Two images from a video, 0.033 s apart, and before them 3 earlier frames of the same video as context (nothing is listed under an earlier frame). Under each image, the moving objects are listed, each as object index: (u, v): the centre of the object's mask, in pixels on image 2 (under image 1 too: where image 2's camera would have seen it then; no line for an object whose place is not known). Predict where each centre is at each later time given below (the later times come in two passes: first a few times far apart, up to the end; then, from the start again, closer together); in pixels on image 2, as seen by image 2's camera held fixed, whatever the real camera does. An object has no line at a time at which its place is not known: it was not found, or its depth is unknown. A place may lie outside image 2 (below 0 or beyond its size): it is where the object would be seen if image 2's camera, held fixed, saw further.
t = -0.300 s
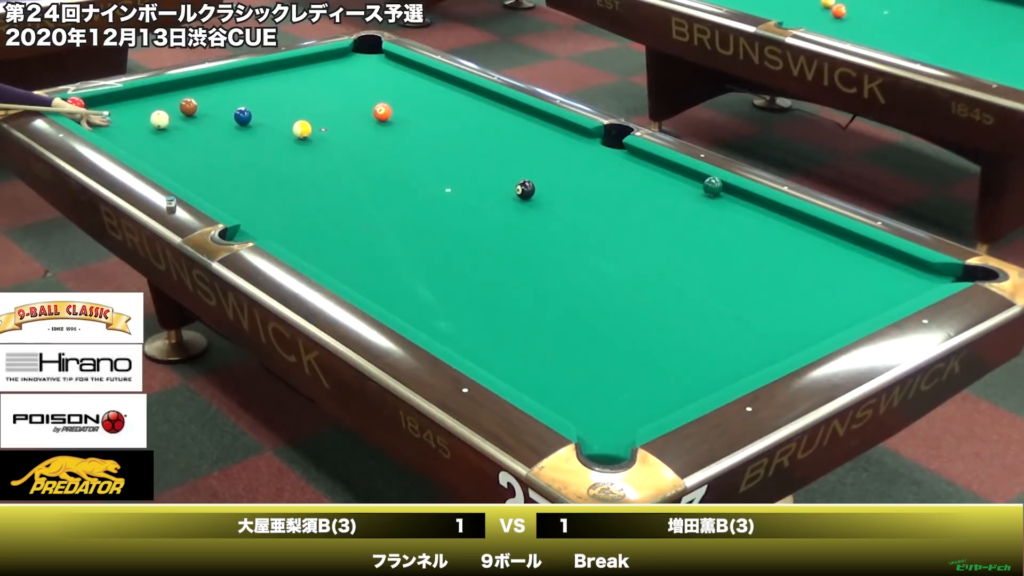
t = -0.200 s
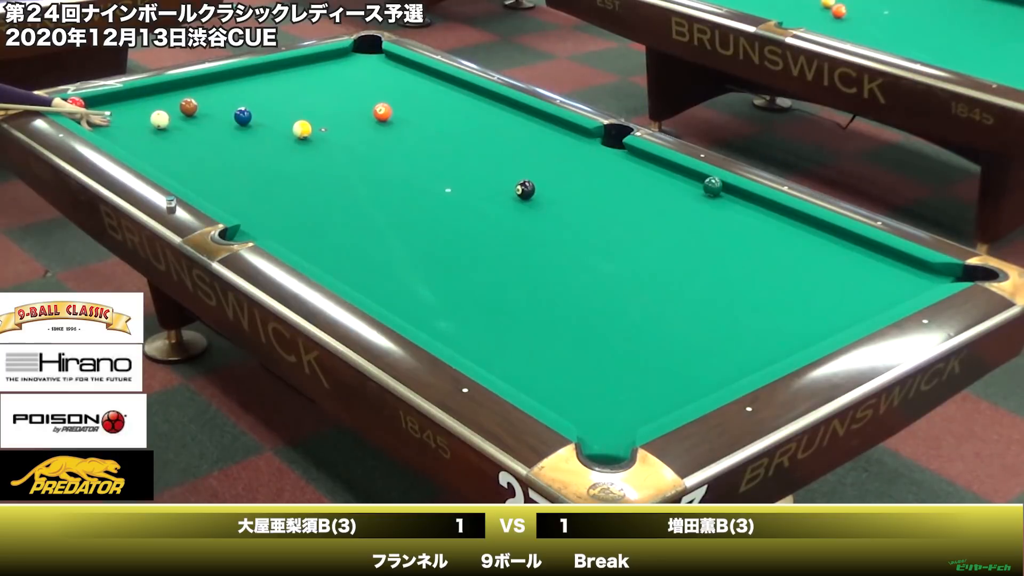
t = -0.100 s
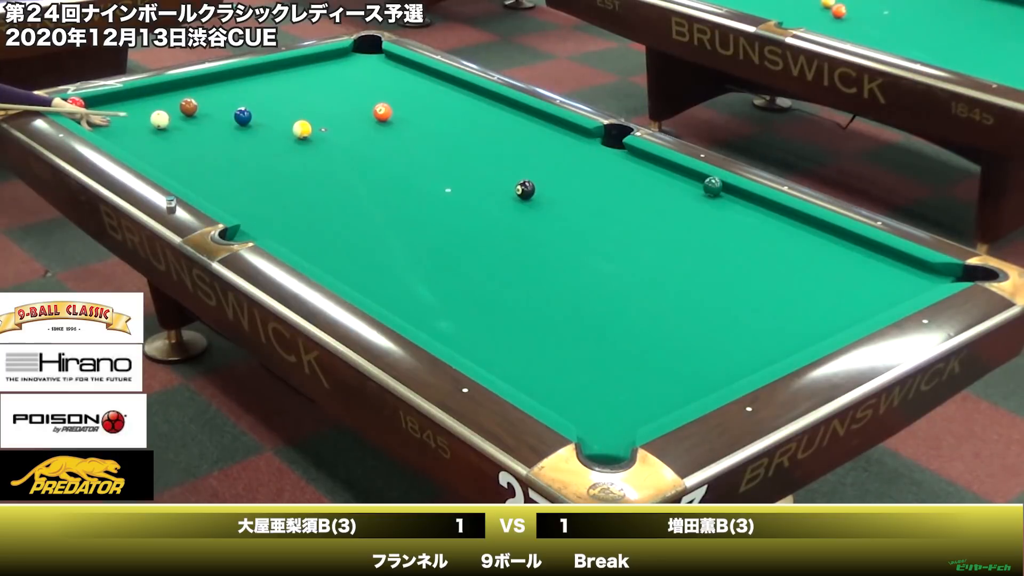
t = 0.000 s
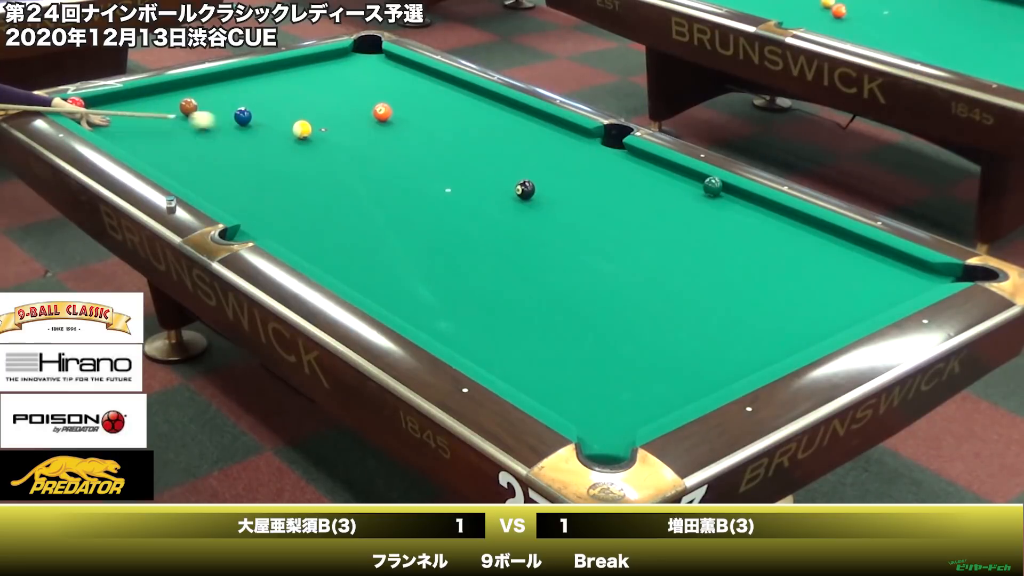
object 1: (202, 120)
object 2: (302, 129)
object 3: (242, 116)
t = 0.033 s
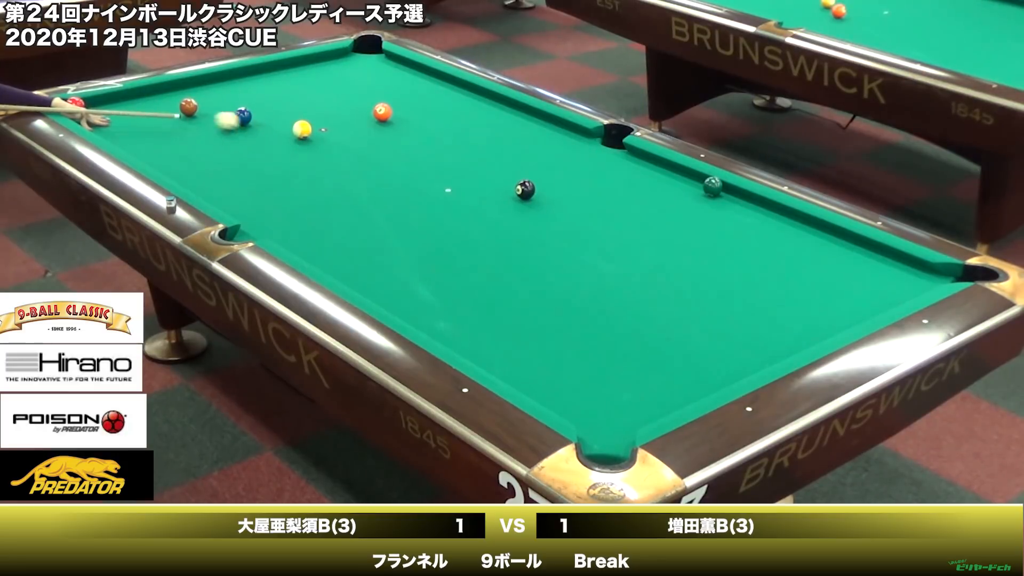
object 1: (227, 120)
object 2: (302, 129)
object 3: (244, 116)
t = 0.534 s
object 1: (394, 183)
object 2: (384, 117)
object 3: (330, 86)
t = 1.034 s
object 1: (575, 260)
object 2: (472, 110)
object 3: (398, 61)
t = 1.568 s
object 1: (772, 344)
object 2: (512, 113)
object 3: (354, 66)
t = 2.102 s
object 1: (661, 288)
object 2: (497, 125)
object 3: (312, 70)
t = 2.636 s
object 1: (573, 242)
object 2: (485, 136)
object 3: (276, 75)
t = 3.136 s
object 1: (505, 208)
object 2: (474, 145)
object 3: (246, 78)
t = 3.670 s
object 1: (445, 177)
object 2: (465, 153)
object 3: (220, 81)
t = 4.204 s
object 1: (394, 151)
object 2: (458, 158)
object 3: (199, 84)
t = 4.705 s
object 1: (352, 131)
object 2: (453, 162)
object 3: (184, 86)
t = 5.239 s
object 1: (314, 114)
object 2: (452, 163)
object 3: (175, 87)
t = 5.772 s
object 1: (282, 99)
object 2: (452, 162)
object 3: (171, 87)
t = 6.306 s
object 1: (256, 87)
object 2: (452, 163)
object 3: (171, 87)
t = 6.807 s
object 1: (237, 78)
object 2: (452, 163)
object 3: (171, 87)
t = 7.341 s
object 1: (234, 76)
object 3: (171, 87)
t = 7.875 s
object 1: (242, 79)
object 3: (171, 87)
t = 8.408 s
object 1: (245, 79)
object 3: (171, 87)
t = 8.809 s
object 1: (246, 79)
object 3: (171, 87)
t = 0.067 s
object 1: (244, 124)
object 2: (302, 129)
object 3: (250, 111)
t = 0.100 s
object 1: (260, 127)
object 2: (302, 129)
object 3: (257, 110)
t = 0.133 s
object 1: (276, 130)
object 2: (302, 129)
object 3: (265, 108)
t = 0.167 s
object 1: (288, 134)
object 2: (306, 128)
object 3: (271, 106)
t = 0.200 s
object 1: (295, 139)
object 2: (316, 127)
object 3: (277, 104)
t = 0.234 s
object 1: (303, 143)
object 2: (324, 126)
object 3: (283, 102)
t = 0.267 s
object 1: (312, 147)
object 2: (331, 125)
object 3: (288, 100)
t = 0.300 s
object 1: (322, 152)
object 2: (339, 124)
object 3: (294, 99)
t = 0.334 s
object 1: (332, 156)
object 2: (345, 123)
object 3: (299, 96)
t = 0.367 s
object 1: (342, 160)
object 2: (352, 122)
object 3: (304, 94)
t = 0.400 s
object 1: (352, 165)
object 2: (358, 121)
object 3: (310, 93)
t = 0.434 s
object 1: (362, 169)
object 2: (365, 120)
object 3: (315, 91)
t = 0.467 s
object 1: (373, 173)
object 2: (371, 119)
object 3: (320, 89)
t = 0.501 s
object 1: (384, 178)
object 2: (377, 119)
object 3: (325, 87)
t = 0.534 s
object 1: (394, 183)
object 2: (384, 117)
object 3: (330, 86)
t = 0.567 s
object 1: (405, 188)
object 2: (390, 117)
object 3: (335, 83)
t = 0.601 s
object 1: (416, 192)
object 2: (396, 117)
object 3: (340, 82)
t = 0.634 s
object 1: (428, 197)
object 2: (402, 116)
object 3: (345, 80)
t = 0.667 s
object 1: (439, 202)
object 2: (408, 116)
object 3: (349, 79)
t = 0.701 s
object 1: (451, 207)
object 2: (414, 115)
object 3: (354, 77)
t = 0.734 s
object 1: (462, 212)
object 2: (420, 115)
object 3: (359, 75)
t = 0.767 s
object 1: (474, 217)
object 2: (426, 114)
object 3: (363, 74)
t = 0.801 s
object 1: (486, 222)
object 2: (432, 113)
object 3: (368, 72)
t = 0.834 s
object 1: (498, 227)
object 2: (438, 113)
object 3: (372, 70)
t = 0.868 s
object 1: (511, 233)
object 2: (444, 113)
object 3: (377, 69)
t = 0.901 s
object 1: (523, 238)
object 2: (449, 112)
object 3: (381, 67)
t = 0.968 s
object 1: (549, 249)
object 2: (461, 111)
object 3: (390, 64)
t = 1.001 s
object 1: (562, 255)
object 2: (467, 111)
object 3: (394, 62)
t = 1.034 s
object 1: (575, 260)
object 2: (472, 110)
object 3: (398, 61)
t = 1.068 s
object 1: (589, 266)
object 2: (478, 110)
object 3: (397, 60)
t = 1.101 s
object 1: (602, 272)
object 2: (484, 110)
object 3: (394, 61)
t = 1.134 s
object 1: (616, 278)
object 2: (489, 109)
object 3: (390, 61)
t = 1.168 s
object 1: (630, 284)
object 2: (495, 109)
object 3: (387, 61)
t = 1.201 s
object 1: (645, 291)
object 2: (500, 108)
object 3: (384, 62)
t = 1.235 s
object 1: (659, 297)
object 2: (505, 108)
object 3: (382, 62)
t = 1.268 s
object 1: (674, 303)
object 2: (511, 108)
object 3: (379, 63)
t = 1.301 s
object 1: (689, 309)
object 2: (516, 107)
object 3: (376, 63)
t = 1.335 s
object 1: (704, 316)
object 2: (519, 107)
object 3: (373, 64)
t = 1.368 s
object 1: (720, 322)
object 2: (518, 108)
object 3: (370, 64)
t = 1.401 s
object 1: (735, 329)
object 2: (517, 109)
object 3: (367, 64)
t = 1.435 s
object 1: (751, 336)
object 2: (516, 110)
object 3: (364, 65)
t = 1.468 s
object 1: (767, 343)
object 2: (515, 111)
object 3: (362, 65)
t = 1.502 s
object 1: (782, 349)
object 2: (514, 111)
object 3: (359, 65)
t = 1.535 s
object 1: (781, 348)
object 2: (513, 112)
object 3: (356, 66)
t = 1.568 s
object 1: (772, 344)
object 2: (512, 113)
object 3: (354, 66)
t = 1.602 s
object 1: (763, 340)
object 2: (511, 114)
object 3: (351, 66)
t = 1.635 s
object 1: (755, 336)
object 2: (510, 115)
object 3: (348, 66)
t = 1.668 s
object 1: (748, 332)
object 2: (509, 115)
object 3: (345, 67)
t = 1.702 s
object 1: (740, 329)
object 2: (508, 116)
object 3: (343, 67)
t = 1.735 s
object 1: (733, 325)
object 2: (507, 117)
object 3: (340, 67)
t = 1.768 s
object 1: (726, 321)
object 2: (506, 118)
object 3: (337, 68)
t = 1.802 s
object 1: (719, 318)
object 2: (505, 119)
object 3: (335, 68)
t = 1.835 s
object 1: (712, 315)
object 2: (505, 119)
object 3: (332, 68)
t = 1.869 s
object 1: (706, 311)
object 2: (504, 120)
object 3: (330, 68)
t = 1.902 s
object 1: (699, 308)
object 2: (503, 121)
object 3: (327, 69)
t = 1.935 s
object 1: (692, 304)
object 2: (502, 122)
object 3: (325, 69)
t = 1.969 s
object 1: (686, 301)
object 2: (501, 122)
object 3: (322, 69)
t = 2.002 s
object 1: (679, 298)
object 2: (500, 123)
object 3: (319, 69)
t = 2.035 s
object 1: (673, 294)
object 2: (499, 124)
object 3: (317, 70)
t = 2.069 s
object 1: (667, 291)
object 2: (498, 125)
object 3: (315, 70)
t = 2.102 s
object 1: (661, 288)
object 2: (497, 125)
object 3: (312, 70)
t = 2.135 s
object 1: (655, 285)
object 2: (497, 126)
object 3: (310, 71)
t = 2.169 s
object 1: (649, 282)
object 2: (496, 127)
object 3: (307, 71)
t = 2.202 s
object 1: (643, 279)
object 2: (495, 128)
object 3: (305, 71)
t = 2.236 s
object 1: (637, 275)
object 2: (494, 129)
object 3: (303, 72)
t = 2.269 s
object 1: (632, 273)
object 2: (493, 129)
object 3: (300, 72)
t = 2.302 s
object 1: (626, 270)
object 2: (492, 130)
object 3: (298, 72)
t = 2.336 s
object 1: (620, 267)
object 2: (491, 131)
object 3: (296, 72)
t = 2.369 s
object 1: (615, 264)
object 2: (491, 131)
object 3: (293, 73)
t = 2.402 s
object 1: (609, 261)
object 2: (490, 132)
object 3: (291, 73)
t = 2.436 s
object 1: (604, 258)
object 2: (489, 133)
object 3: (289, 73)
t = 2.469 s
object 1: (599, 256)
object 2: (488, 133)
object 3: (286, 73)
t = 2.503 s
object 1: (593, 253)
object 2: (488, 134)
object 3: (284, 73)
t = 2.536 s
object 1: (588, 250)
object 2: (487, 135)
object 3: (282, 74)
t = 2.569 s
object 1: (583, 248)
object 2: (486, 135)
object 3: (280, 74)
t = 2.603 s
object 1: (578, 245)
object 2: (485, 136)
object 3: (278, 74)
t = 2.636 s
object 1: (573, 242)
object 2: (485, 136)
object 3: (276, 75)
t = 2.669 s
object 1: (568, 240)
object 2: (484, 137)
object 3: (273, 75)
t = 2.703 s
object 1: (563, 237)
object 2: (483, 138)
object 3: (271, 75)
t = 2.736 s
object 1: (559, 235)
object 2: (482, 138)
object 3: (269, 75)
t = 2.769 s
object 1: (554, 233)
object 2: (482, 139)
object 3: (267, 75)
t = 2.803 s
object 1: (549, 230)
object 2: (481, 140)
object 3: (266, 76)
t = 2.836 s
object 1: (545, 228)
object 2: (480, 140)
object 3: (263, 76)
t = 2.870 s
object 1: (540, 225)
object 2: (480, 141)
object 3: (261, 76)
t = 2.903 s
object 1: (536, 223)
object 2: (479, 142)
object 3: (259, 76)
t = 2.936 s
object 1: (531, 221)
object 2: (478, 142)
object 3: (257, 77)
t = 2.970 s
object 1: (527, 218)
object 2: (478, 143)
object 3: (256, 77)
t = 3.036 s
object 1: (518, 214)
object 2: (476, 144)
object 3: (252, 77)
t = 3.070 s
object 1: (514, 212)
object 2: (476, 144)
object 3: (250, 77)
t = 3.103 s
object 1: (510, 210)
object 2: (475, 145)
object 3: (248, 78)
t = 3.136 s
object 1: (505, 208)
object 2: (474, 145)
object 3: (246, 78)
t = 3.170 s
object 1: (501, 205)
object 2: (474, 146)
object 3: (244, 78)
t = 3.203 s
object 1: (497, 203)
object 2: (473, 147)
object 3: (243, 79)
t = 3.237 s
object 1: (493, 201)
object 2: (472, 147)
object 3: (241, 79)
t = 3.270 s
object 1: (489, 199)
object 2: (472, 147)
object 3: (239, 79)
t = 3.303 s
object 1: (485, 197)
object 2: (471, 148)
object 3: (237, 79)
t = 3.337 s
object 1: (481, 195)
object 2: (470, 149)
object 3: (235, 79)
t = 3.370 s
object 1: (477, 193)
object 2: (470, 149)
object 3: (234, 79)
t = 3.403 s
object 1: (474, 191)
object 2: (469, 149)
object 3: (232, 80)
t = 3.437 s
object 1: (470, 189)
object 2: (469, 150)
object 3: (230, 80)
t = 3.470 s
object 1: (466, 188)
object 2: (468, 150)
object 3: (229, 80)
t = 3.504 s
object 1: (463, 186)
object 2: (468, 151)
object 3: (227, 80)
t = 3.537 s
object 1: (459, 184)
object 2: (467, 151)
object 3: (226, 81)
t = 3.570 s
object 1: (455, 182)
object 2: (467, 152)
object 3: (224, 81)
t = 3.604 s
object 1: (452, 180)
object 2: (466, 152)
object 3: (223, 81)
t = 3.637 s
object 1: (448, 178)
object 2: (466, 153)
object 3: (221, 81)
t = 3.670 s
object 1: (445, 177)
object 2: (465, 153)
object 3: (220, 81)
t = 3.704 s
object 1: (441, 175)
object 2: (465, 153)
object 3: (218, 81)
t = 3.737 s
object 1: (438, 173)
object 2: (464, 154)
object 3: (217, 82)
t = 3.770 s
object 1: (435, 171)
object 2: (463, 154)
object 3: (216, 82)
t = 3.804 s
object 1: (431, 170)
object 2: (463, 155)
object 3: (214, 82)
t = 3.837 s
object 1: (428, 168)
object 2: (463, 155)
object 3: (213, 82)
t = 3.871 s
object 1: (425, 166)
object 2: (462, 155)
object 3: (212, 82)
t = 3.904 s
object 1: (422, 165)
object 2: (462, 156)
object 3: (210, 82)
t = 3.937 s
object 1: (419, 163)
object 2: (461, 156)
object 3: (209, 82)
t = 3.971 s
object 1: (415, 161)
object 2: (461, 156)
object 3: (207, 83)
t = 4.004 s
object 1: (412, 160)
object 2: (460, 156)
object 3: (206, 83)
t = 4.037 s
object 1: (409, 158)
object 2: (460, 157)
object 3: (205, 83)
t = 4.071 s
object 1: (406, 157)
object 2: (459, 157)
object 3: (204, 83)
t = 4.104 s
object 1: (403, 155)
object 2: (459, 157)
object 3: (202, 83)
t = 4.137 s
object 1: (400, 154)
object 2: (459, 158)
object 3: (201, 83)
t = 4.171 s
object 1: (397, 153)
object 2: (458, 158)
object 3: (200, 84)
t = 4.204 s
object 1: (394, 151)
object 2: (458, 158)
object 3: (199, 84)
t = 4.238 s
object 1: (391, 149)
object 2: (457, 159)
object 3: (198, 84)
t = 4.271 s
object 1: (388, 148)
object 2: (457, 159)
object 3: (197, 84)
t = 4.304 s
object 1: (385, 147)
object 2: (457, 159)
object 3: (196, 84)
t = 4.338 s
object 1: (382, 145)
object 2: (456, 159)
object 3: (194, 84)
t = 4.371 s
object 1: (379, 144)
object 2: (456, 160)
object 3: (194, 84)
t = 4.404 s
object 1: (376, 143)
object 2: (456, 160)
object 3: (192, 85)
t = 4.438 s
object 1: (374, 141)
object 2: (456, 160)
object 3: (191, 85)
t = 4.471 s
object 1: (371, 140)
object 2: (455, 160)
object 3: (191, 85)
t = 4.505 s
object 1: (368, 139)
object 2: (455, 161)
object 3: (189, 85)
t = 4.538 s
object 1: (365, 137)
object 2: (455, 161)
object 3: (189, 85)
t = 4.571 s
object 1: (362, 136)
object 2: (454, 161)
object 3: (188, 85)
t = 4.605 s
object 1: (360, 135)
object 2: (454, 161)
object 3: (187, 85)
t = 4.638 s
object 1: (357, 134)
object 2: (454, 161)
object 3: (186, 86)
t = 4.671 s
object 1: (355, 132)
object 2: (454, 161)
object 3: (185, 86)
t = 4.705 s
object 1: (352, 131)
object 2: (453, 162)
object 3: (184, 86)
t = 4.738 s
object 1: (349, 130)
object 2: (453, 162)
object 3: (183, 86)
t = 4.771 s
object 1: (347, 129)
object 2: (453, 162)
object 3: (183, 86)
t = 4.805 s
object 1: (344, 128)
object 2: (453, 162)
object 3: (182, 86)
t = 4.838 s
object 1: (342, 127)
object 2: (453, 162)
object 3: (181, 86)
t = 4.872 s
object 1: (339, 125)
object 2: (453, 162)
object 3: (181, 86)
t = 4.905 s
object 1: (337, 124)
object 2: (453, 162)
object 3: (180, 86)
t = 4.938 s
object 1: (334, 123)
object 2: (453, 163)
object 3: (179, 86)
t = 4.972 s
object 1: (332, 123)
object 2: (453, 163)
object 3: (178, 87)
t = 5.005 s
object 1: (329, 121)
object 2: (452, 163)
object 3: (178, 87)
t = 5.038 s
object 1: (327, 120)
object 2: (452, 163)
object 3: (178, 87)
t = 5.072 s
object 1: (325, 119)
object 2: (452, 163)
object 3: (177, 87)
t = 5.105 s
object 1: (323, 118)
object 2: (452, 163)
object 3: (177, 87)
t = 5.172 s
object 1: (318, 116)
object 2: (452, 163)
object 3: (175, 87)
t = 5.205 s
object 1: (316, 115)
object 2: (452, 163)
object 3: (175, 87)
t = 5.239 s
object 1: (314, 114)
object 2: (452, 163)
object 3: (175, 87)
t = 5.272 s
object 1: (312, 113)
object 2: (452, 163)
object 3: (174, 87)
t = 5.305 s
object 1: (309, 112)
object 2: (452, 163)
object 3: (174, 87)
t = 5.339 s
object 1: (307, 111)
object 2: (452, 163)
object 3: (174, 87)
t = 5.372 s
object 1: (305, 110)
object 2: (452, 163)
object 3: (173, 87)
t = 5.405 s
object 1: (303, 109)
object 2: (452, 163)
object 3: (172, 87)
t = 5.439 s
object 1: (301, 108)
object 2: (452, 163)
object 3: (172, 87)
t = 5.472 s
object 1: (299, 107)
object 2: (452, 163)
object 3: (172, 87)
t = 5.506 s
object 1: (297, 106)
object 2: (452, 163)
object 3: (172, 87)
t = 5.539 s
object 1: (296, 105)
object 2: (452, 163)
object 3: (171, 87)
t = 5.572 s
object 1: (293, 105)
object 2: (452, 163)
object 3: (171, 87)
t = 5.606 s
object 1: (291, 104)
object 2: (452, 163)
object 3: (171, 87)
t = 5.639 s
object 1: (289, 103)
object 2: (452, 163)
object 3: (171, 87)
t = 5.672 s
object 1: (288, 102)
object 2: (452, 162)
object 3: (171, 87)
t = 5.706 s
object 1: (286, 101)
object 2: (452, 162)
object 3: (171, 87)
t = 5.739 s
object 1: (284, 100)
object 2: (452, 163)
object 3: (171, 87)
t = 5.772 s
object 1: (282, 99)
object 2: (452, 162)
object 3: (171, 87)
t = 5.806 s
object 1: (280, 98)
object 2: (452, 163)
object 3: (171, 87)
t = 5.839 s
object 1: (279, 98)
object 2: (452, 163)
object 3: (171, 87)
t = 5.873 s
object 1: (277, 97)
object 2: (452, 163)
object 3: (171, 87)
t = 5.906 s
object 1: (275, 96)
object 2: (452, 163)
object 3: (171, 87)
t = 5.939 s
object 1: (273, 95)
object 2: (452, 163)
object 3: (171, 87)
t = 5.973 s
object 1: (272, 95)
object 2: (452, 163)
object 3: (171, 87)
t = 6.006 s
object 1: (270, 94)
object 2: (452, 163)
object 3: (171, 87)
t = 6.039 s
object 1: (268, 93)
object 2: (452, 163)
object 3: (171, 87)
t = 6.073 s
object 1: (267, 92)
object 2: (452, 163)
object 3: (171, 87)
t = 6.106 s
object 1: (265, 91)
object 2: (452, 163)
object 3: (171, 87)
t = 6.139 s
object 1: (263, 91)
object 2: (452, 163)
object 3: (171, 87)
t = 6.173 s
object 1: (262, 90)
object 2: (452, 163)
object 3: (171, 87)
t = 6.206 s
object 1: (260, 89)
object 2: (452, 163)
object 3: (171, 87)
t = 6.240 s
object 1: (259, 89)
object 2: (452, 163)
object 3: (171, 87)
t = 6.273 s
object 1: (257, 88)
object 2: (452, 163)
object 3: (171, 87)
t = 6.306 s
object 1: (256, 87)
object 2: (452, 163)
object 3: (171, 87)
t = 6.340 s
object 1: (255, 86)
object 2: (452, 163)
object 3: (171, 87)
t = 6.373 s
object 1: (253, 86)
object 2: (452, 163)
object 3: (171, 87)
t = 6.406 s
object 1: (252, 85)
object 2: (452, 163)
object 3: (171, 87)
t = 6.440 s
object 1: (250, 85)
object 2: (452, 163)
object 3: (171, 87)
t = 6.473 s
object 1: (249, 84)
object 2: (452, 163)
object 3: (171, 87)
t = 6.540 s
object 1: (246, 83)
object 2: (452, 163)
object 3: (171, 87)
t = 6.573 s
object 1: (245, 82)
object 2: (452, 163)
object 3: (171, 87)
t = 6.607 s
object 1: (244, 81)
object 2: (452, 163)
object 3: (171, 87)
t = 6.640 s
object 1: (243, 81)
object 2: (452, 163)
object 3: (171, 87)
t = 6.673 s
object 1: (241, 80)
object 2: (452, 163)
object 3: (171, 87)
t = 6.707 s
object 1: (240, 79)
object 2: (452, 163)
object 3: (171, 87)
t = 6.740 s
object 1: (239, 79)
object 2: (452, 163)
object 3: (171, 87)
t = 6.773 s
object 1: (238, 78)
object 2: (452, 163)
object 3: (171, 87)
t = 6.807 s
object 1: (237, 78)
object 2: (452, 163)
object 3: (171, 87)
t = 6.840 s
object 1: (236, 77)
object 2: (452, 163)
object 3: (171, 87)
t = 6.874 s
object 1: (235, 77)
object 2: (452, 163)
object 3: (171, 87)
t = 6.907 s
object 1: (234, 76)
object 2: (452, 163)
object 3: (171, 87)
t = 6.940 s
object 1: (233, 75)
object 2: (452, 163)
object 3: (171, 87)
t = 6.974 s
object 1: (232, 75)
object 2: (452, 163)
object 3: (171, 87)
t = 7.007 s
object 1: (231, 75)
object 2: (452, 163)
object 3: (171, 87)
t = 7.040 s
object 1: (230, 74)
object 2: (452, 163)
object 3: (171, 87)
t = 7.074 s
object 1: (229, 74)
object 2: (452, 163)
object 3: (171, 87)
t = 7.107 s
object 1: (230, 74)
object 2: (452, 163)
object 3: (171, 87)
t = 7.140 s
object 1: (231, 74)
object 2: (452, 163)
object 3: (171, 87)
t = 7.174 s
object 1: (231, 74)
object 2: (452, 163)
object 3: (171, 87)
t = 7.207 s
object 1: (232, 75)
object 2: (452, 163)
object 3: (171, 87)
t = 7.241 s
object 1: (233, 75)
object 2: (452, 163)
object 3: (171, 87)
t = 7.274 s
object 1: (233, 75)
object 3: (171, 87)
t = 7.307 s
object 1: (234, 75)
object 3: (171, 87)
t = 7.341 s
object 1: (234, 76)
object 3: (171, 87)
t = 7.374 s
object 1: (235, 76)
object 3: (171, 87)
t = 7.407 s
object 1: (235, 76)
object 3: (171, 87)
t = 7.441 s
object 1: (236, 76)
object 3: (171, 87)
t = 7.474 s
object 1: (237, 77)
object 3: (172, 87)
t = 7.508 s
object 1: (237, 77)
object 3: (171, 87)
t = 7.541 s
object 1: (238, 77)
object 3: (171, 87)
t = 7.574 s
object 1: (238, 77)
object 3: (171, 87)
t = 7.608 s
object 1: (238, 77)
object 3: (171, 87)
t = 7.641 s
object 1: (239, 77)
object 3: (171, 87)
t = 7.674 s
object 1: (239, 77)
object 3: (171, 87)
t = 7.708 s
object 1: (240, 78)
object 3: (171, 87)
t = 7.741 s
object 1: (240, 78)
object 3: (171, 87)
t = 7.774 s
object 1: (240, 78)
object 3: (171, 87)
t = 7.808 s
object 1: (241, 78)
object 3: (171, 87)
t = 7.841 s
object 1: (241, 78)
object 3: (171, 87)
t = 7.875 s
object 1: (242, 79)
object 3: (171, 87)
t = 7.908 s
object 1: (242, 79)
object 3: (171, 87)
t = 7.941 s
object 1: (242, 79)
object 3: (171, 87)
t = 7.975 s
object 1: (243, 79)
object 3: (171, 87)
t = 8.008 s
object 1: (243, 79)
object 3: (171, 87)
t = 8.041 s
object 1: (243, 79)
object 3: (171, 87)
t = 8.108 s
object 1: (244, 79)
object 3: (171, 87)
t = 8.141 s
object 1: (244, 79)
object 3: (171, 87)
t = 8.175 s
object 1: (244, 79)
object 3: (171, 87)
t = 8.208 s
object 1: (244, 79)
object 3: (171, 87)
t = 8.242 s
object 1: (245, 79)
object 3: (171, 87)
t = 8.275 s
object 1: (245, 79)
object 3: (171, 87)
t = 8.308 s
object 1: (245, 79)
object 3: (171, 87)
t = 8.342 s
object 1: (245, 79)
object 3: (171, 87)
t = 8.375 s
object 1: (245, 79)
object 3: (171, 87)
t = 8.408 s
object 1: (245, 79)
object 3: (171, 87)
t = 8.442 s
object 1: (246, 79)
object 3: (171, 87)
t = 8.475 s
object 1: (246, 79)
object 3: (171, 87)
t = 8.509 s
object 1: (246, 79)
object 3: (171, 87)
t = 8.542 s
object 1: (246, 79)
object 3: (171, 87)
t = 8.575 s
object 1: (246, 79)
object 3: (171, 87)
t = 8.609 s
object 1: (246, 79)
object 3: (171, 87)
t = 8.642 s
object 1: (246, 79)
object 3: (171, 87)
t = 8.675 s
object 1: (246, 79)
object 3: (171, 87)
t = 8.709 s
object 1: (246, 79)
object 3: (171, 87)
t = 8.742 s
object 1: (246, 79)
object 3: (171, 87)
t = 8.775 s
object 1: (246, 79)
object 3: (171, 87)
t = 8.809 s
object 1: (246, 79)
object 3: (171, 87)
